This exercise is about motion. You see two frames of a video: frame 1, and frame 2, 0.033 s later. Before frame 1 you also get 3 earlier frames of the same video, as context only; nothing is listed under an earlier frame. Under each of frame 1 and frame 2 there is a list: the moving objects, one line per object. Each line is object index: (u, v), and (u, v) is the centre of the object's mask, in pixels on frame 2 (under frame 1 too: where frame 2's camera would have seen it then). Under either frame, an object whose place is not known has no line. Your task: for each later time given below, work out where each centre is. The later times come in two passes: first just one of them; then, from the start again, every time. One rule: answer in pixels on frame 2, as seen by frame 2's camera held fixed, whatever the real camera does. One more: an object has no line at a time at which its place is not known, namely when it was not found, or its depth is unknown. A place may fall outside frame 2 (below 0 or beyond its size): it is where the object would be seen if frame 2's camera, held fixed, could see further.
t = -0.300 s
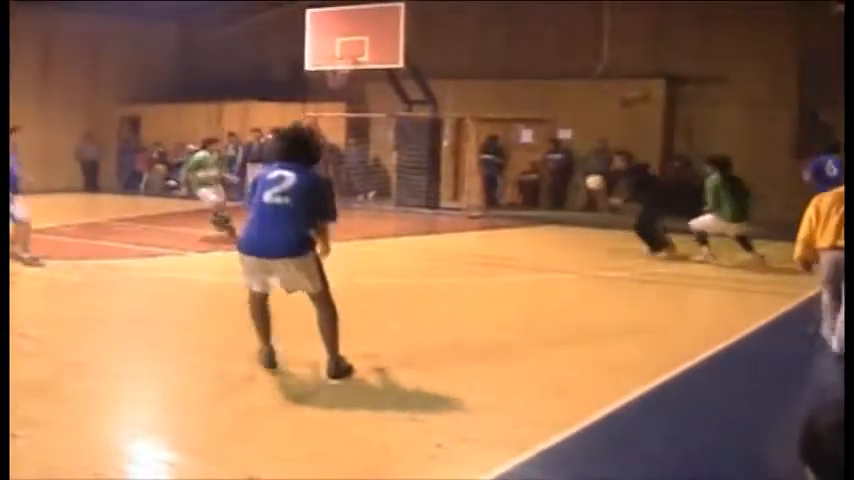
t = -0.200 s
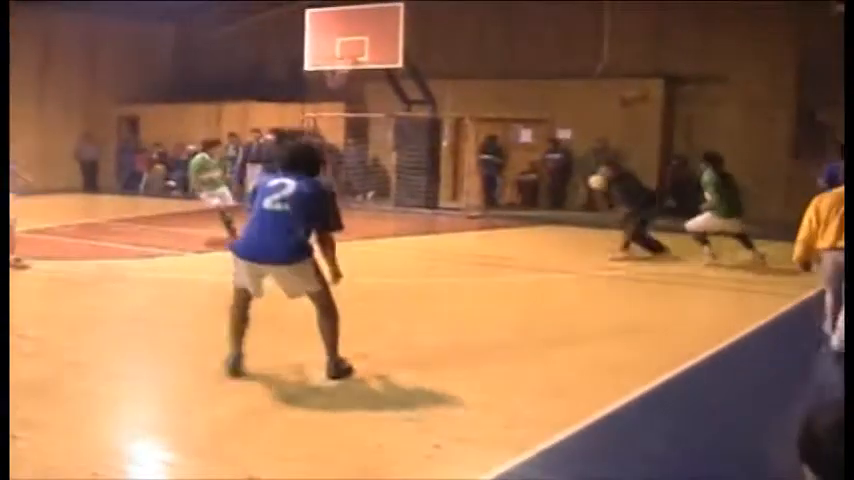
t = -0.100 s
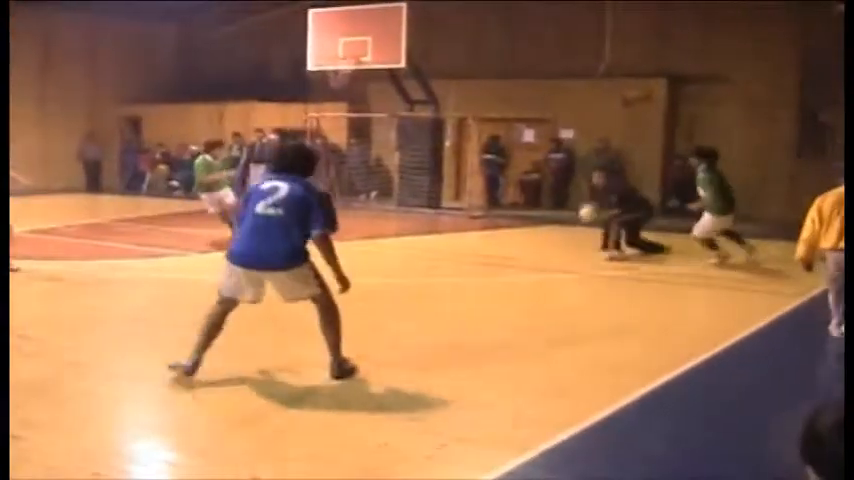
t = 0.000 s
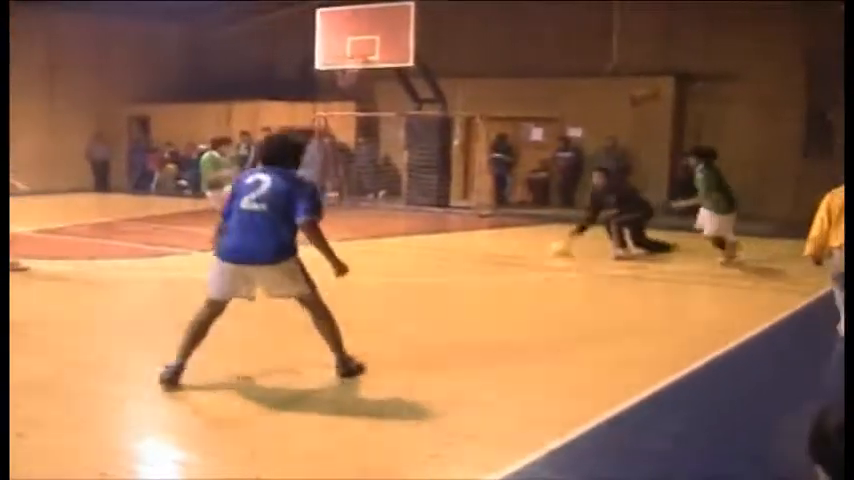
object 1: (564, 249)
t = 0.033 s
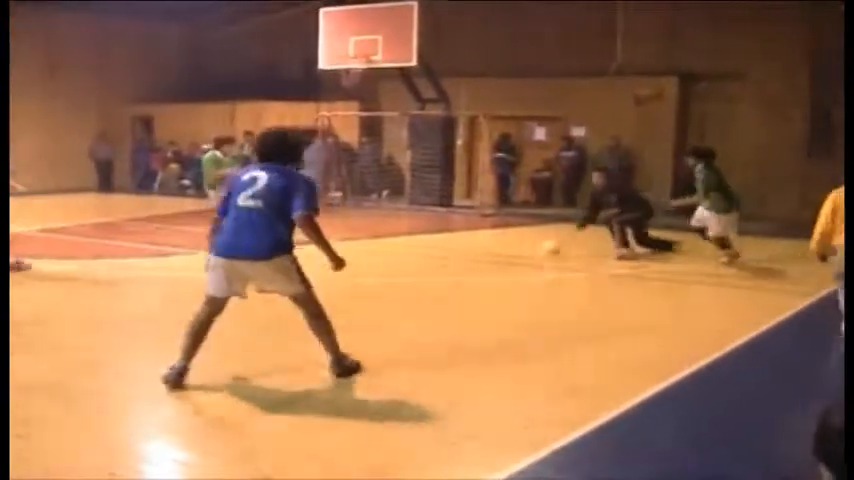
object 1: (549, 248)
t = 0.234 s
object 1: (464, 259)
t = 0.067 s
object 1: (536, 248)
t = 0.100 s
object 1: (524, 247)
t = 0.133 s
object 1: (510, 248)
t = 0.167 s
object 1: (496, 249)
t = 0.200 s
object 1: (479, 254)
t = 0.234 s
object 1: (464, 259)
